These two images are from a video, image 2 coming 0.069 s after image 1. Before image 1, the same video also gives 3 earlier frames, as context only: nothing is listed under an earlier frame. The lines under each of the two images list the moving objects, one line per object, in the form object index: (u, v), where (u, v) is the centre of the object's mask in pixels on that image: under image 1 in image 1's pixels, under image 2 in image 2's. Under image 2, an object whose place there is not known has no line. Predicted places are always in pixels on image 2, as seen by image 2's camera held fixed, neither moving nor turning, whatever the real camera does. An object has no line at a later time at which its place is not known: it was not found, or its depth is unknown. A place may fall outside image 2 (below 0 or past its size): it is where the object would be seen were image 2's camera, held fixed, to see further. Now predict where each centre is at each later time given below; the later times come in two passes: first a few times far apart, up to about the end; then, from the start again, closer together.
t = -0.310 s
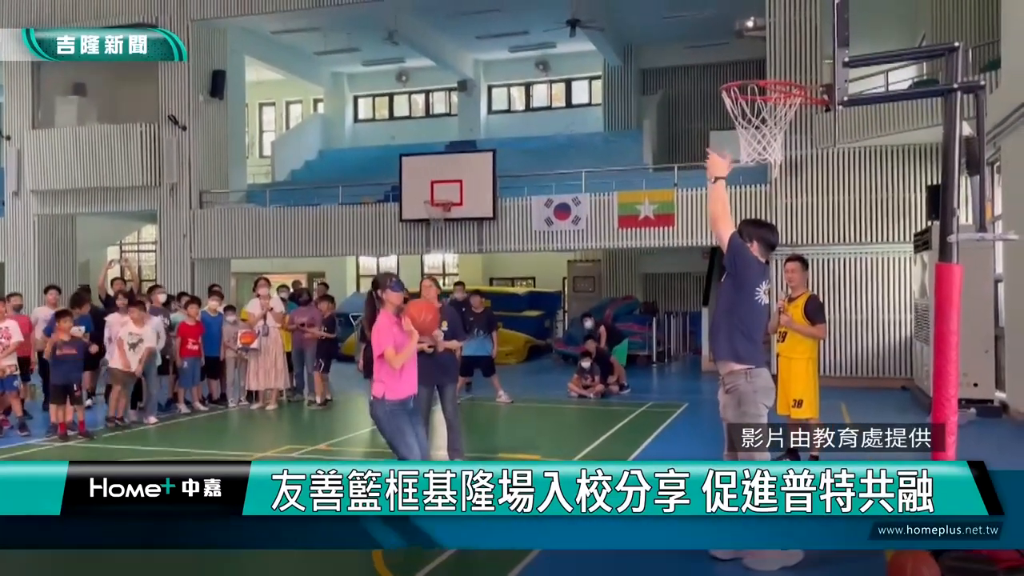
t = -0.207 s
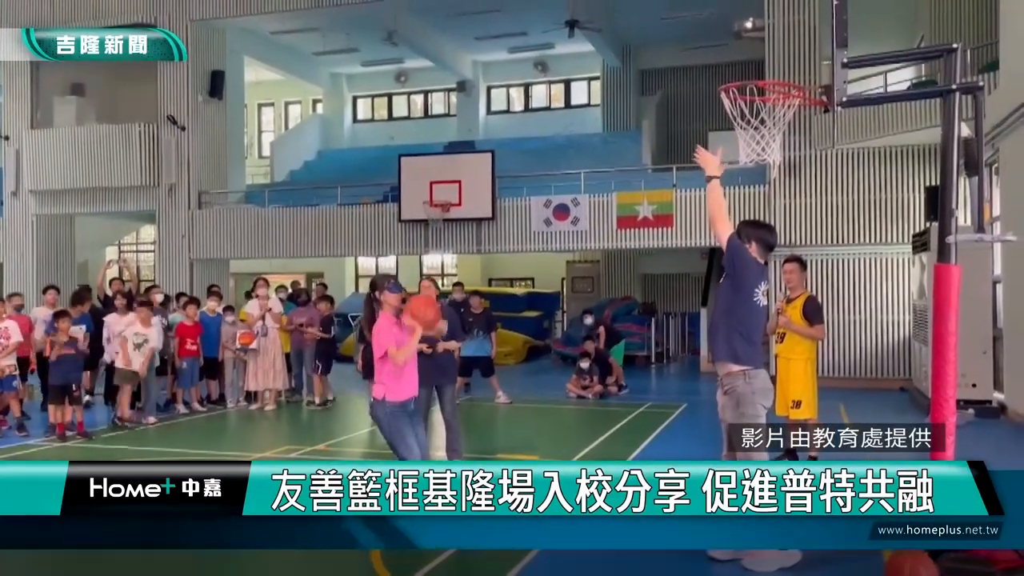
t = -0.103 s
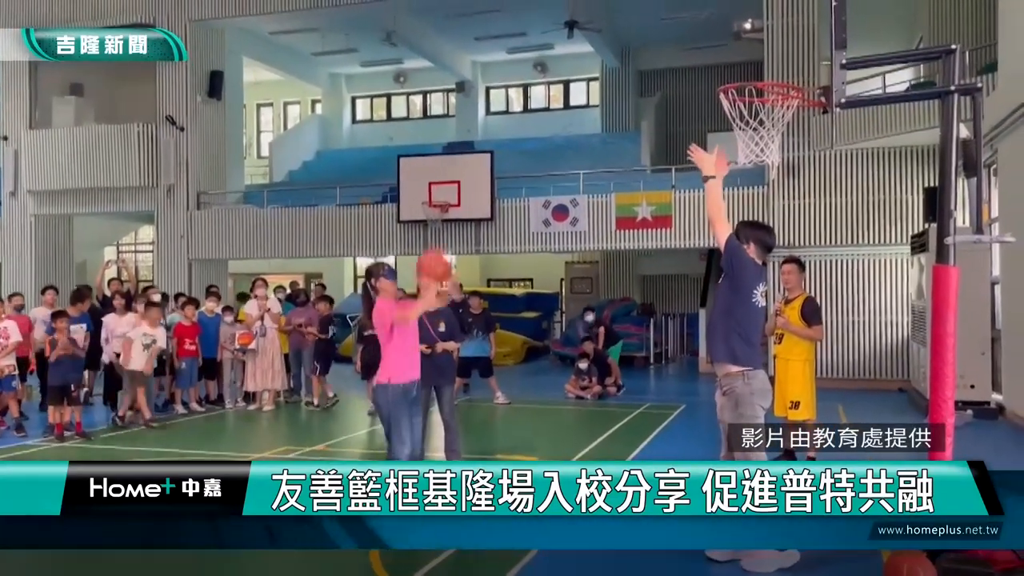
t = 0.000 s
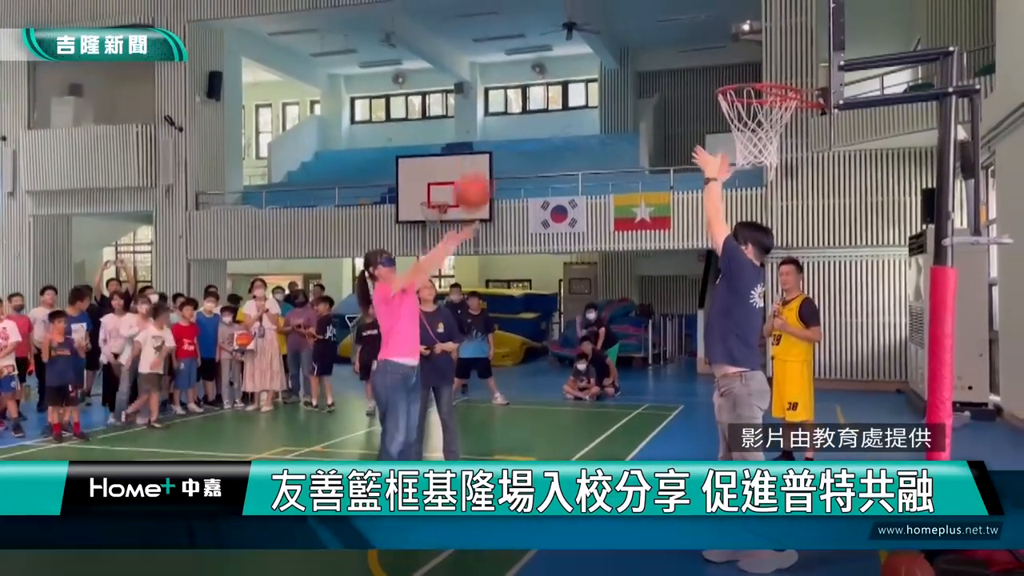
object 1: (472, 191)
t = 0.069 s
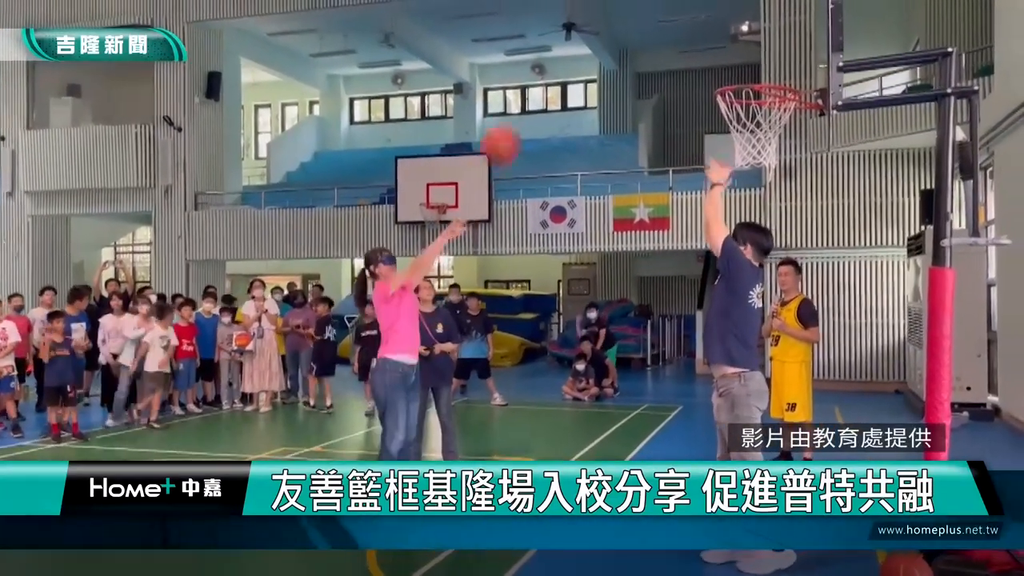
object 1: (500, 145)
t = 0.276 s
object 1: (610, 27)
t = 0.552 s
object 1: (747, 4)
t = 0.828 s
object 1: (746, 94)
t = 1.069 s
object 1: (734, 148)
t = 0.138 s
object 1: (547, 84)
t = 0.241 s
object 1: (595, 39)
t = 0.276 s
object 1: (610, 27)
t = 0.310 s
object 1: (626, 17)
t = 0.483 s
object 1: (713, 4)
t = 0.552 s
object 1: (747, 4)
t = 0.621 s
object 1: (787, 10)
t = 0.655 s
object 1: (805, 16)
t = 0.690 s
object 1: (795, 29)
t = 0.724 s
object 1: (782, 42)
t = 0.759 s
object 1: (769, 58)
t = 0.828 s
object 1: (746, 94)
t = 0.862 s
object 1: (733, 111)
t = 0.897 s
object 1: (726, 120)
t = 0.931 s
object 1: (725, 127)
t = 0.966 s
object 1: (725, 132)
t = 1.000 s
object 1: (727, 137)
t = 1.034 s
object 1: (730, 142)
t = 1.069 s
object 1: (734, 148)
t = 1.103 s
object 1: (738, 162)
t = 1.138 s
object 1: (742, 169)
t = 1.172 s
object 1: (751, 190)
